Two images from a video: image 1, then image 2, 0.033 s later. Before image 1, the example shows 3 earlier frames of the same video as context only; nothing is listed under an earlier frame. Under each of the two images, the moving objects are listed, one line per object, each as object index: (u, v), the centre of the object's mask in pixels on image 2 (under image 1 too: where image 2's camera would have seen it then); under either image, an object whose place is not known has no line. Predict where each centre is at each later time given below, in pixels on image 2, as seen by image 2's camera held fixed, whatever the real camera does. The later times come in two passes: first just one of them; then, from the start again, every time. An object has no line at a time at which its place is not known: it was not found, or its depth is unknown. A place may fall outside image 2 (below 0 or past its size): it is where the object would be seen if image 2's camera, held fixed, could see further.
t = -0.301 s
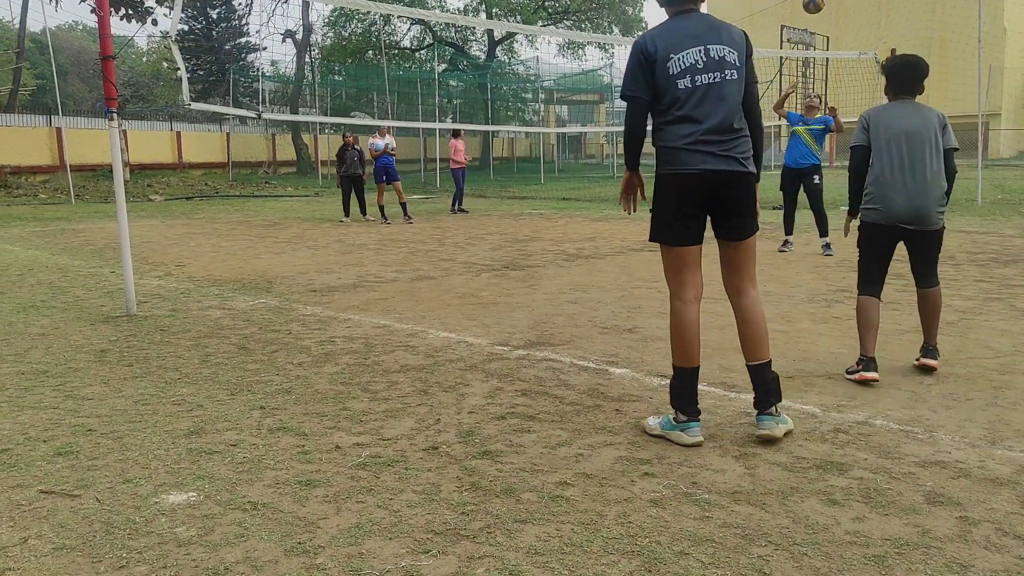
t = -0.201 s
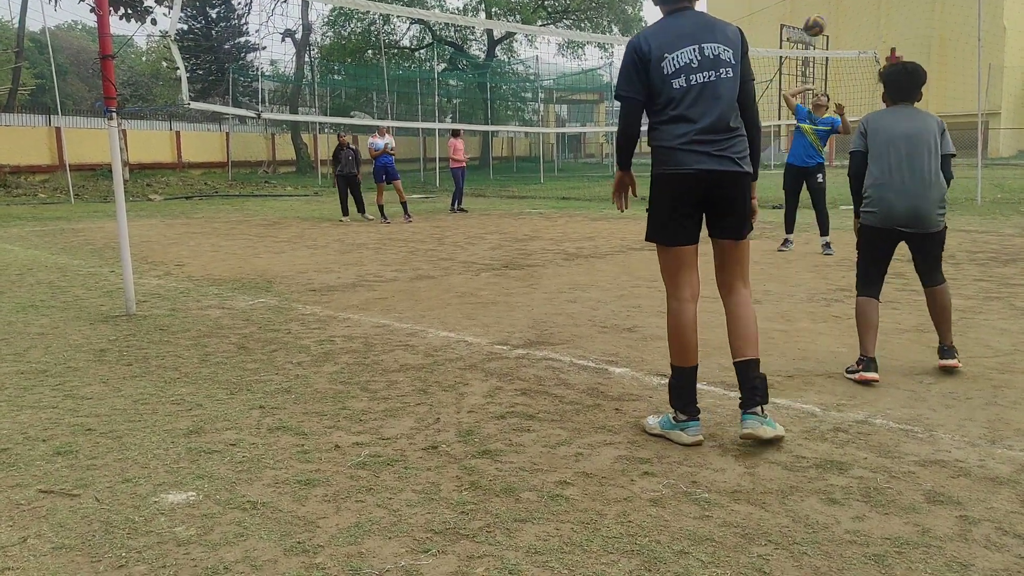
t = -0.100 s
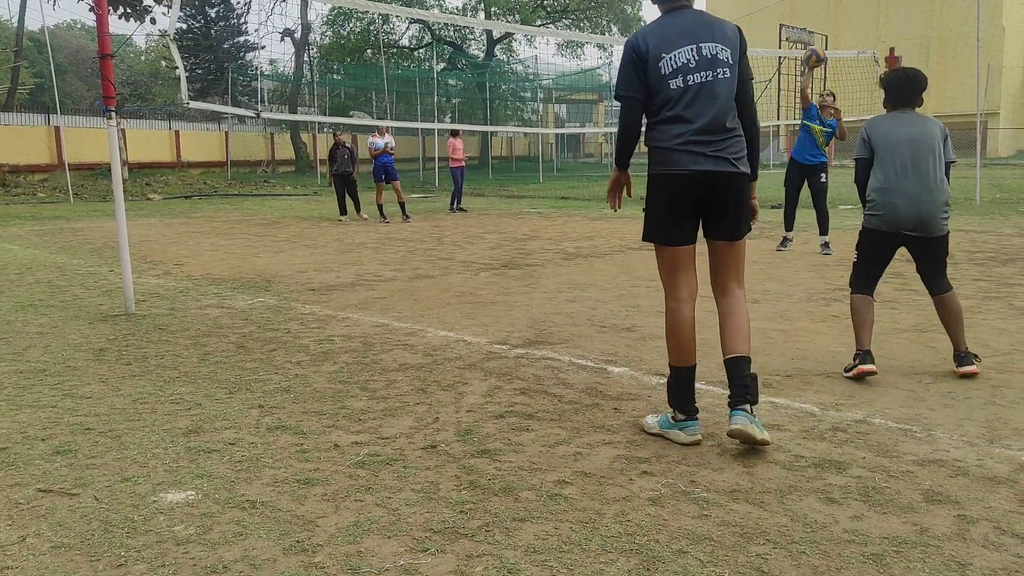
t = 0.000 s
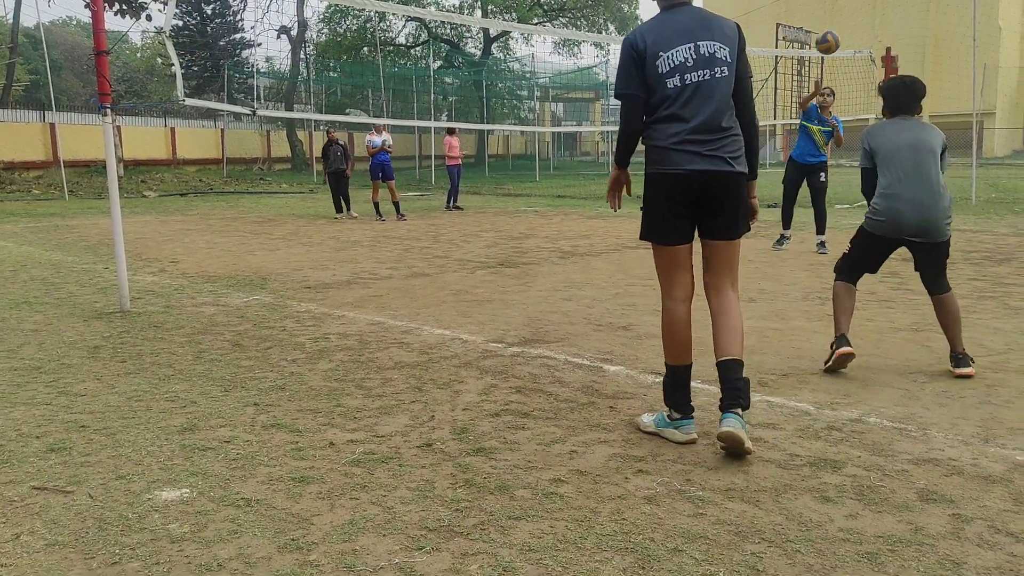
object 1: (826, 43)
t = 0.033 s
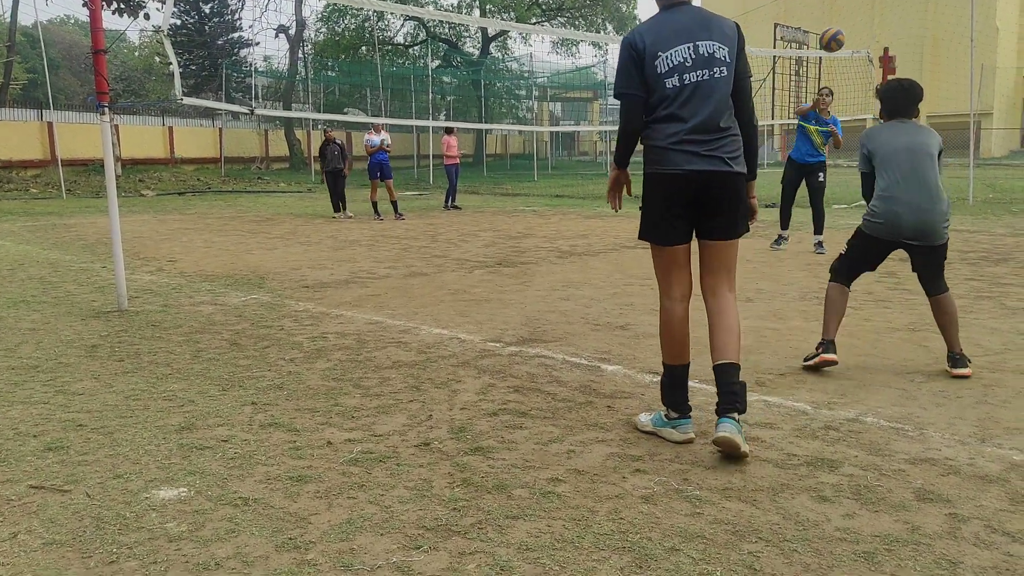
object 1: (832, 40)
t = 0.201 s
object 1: (869, 47)
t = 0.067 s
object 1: (837, 39)
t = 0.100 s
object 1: (845, 38)
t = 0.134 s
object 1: (853, 39)
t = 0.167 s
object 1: (861, 42)
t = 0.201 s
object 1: (869, 47)
